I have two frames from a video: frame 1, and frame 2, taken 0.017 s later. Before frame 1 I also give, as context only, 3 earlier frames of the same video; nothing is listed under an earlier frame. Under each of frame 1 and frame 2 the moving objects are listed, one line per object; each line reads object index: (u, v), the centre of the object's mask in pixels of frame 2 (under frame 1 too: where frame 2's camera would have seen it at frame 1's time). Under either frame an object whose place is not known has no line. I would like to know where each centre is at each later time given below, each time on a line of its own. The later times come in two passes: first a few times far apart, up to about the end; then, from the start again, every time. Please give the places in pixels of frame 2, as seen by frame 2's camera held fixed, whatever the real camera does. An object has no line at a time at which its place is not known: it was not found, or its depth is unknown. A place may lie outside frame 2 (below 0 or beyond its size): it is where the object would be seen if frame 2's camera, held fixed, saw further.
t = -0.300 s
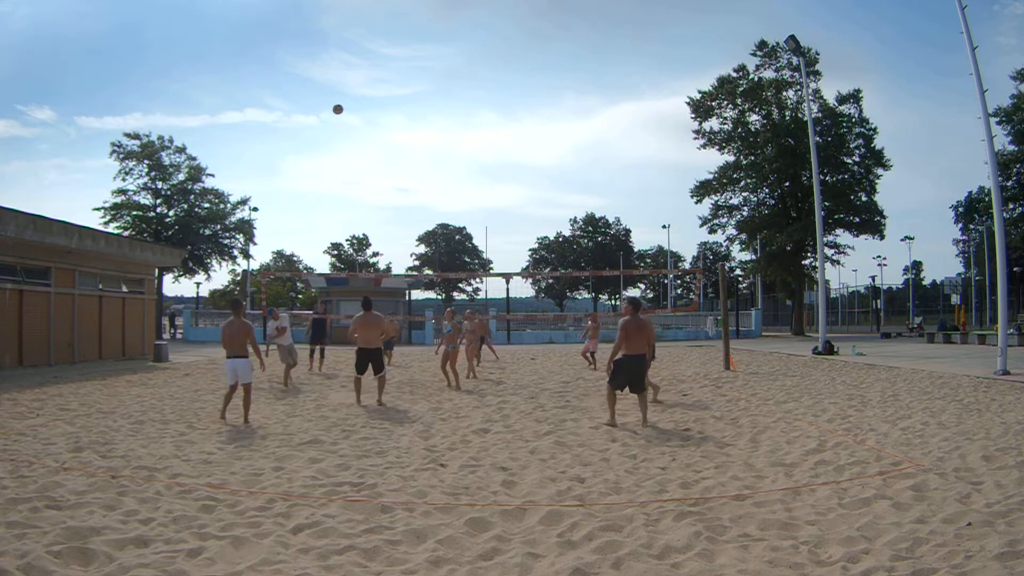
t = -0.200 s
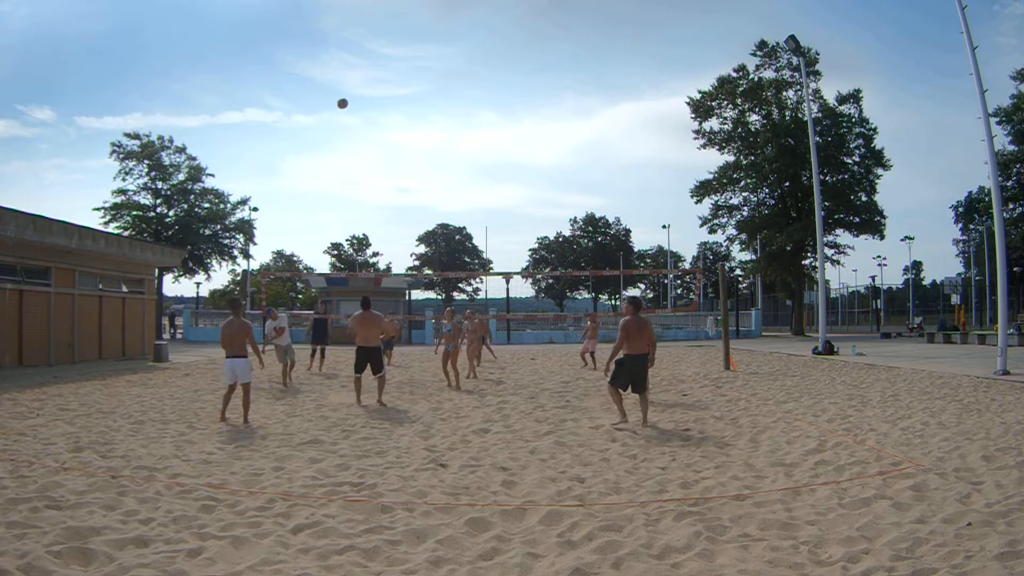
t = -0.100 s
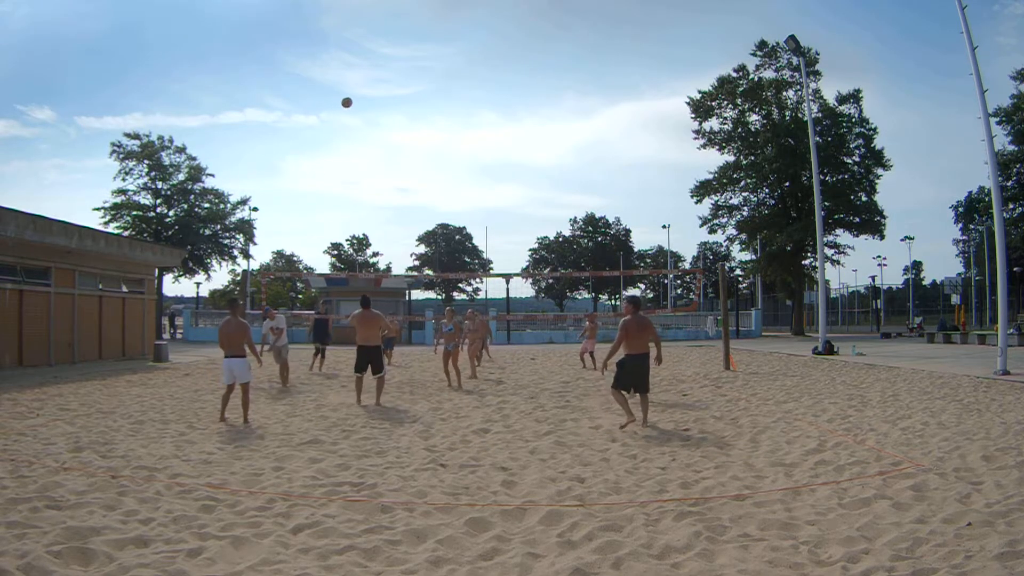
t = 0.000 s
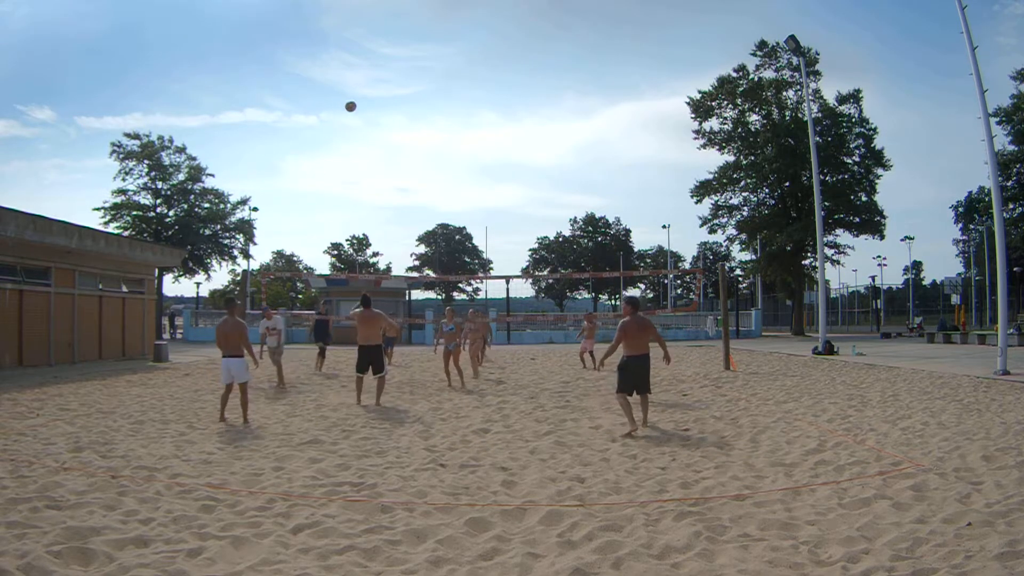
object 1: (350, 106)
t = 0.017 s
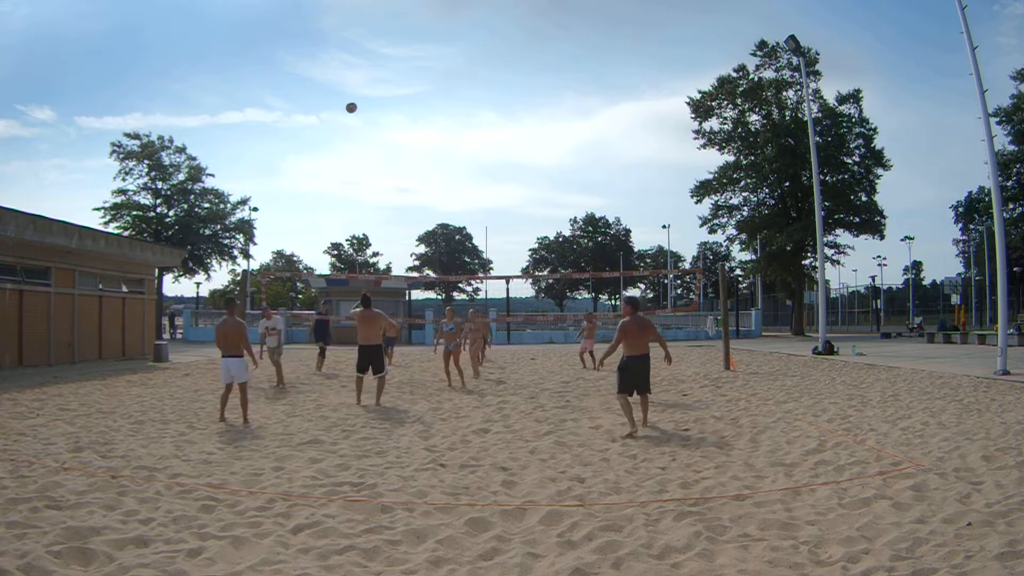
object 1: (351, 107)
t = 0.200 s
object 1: (357, 130)
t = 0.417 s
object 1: (362, 184)
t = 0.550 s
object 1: (365, 233)
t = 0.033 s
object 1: (352, 109)
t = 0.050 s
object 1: (352, 110)
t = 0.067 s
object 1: (353, 112)
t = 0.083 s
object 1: (353, 113)
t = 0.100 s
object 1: (354, 115)
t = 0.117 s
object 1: (354, 117)
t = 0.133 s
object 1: (355, 120)
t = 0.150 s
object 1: (355, 122)
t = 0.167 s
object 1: (356, 125)
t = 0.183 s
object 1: (356, 127)
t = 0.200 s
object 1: (357, 130)
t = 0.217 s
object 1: (357, 133)
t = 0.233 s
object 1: (358, 136)
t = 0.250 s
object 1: (358, 140)
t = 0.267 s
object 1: (359, 143)
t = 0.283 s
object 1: (359, 147)
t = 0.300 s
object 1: (359, 151)
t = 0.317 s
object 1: (360, 155)
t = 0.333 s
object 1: (360, 159)
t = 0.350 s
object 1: (361, 164)
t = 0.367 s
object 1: (361, 168)
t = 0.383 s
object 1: (361, 173)
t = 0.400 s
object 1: (362, 178)
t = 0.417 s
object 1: (362, 184)
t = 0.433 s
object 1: (363, 189)
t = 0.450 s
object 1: (363, 195)
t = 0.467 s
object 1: (363, 200)
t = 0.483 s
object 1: (364, 206)
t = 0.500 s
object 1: (364, 213)
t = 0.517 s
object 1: (364, 219)
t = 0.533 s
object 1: (365, 226)
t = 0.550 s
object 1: (365, 233)
